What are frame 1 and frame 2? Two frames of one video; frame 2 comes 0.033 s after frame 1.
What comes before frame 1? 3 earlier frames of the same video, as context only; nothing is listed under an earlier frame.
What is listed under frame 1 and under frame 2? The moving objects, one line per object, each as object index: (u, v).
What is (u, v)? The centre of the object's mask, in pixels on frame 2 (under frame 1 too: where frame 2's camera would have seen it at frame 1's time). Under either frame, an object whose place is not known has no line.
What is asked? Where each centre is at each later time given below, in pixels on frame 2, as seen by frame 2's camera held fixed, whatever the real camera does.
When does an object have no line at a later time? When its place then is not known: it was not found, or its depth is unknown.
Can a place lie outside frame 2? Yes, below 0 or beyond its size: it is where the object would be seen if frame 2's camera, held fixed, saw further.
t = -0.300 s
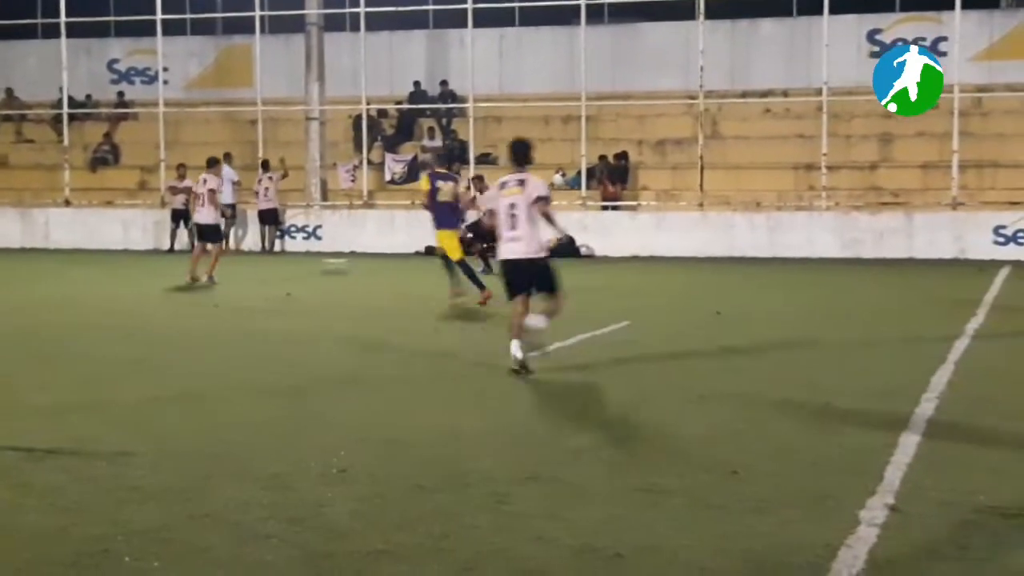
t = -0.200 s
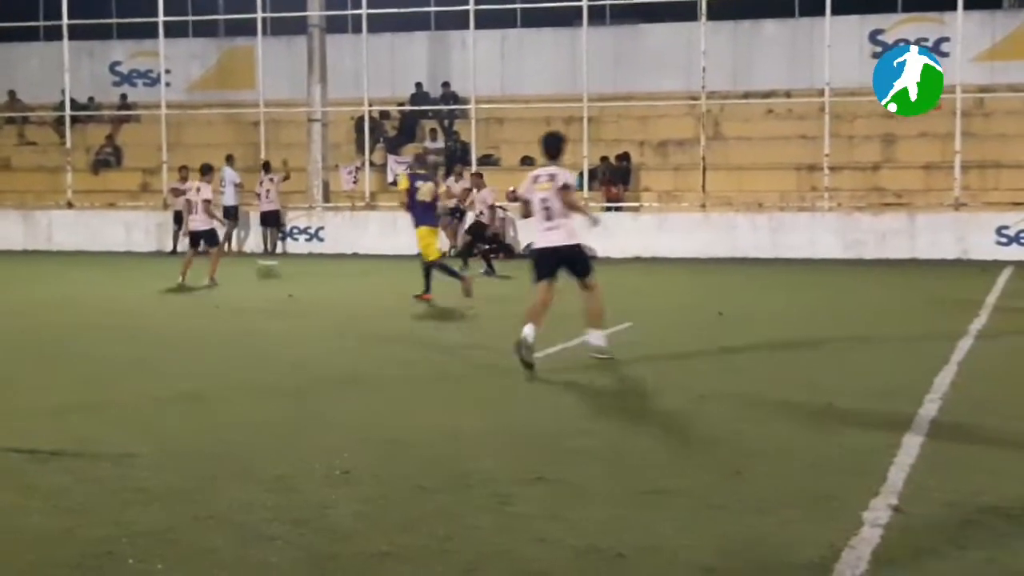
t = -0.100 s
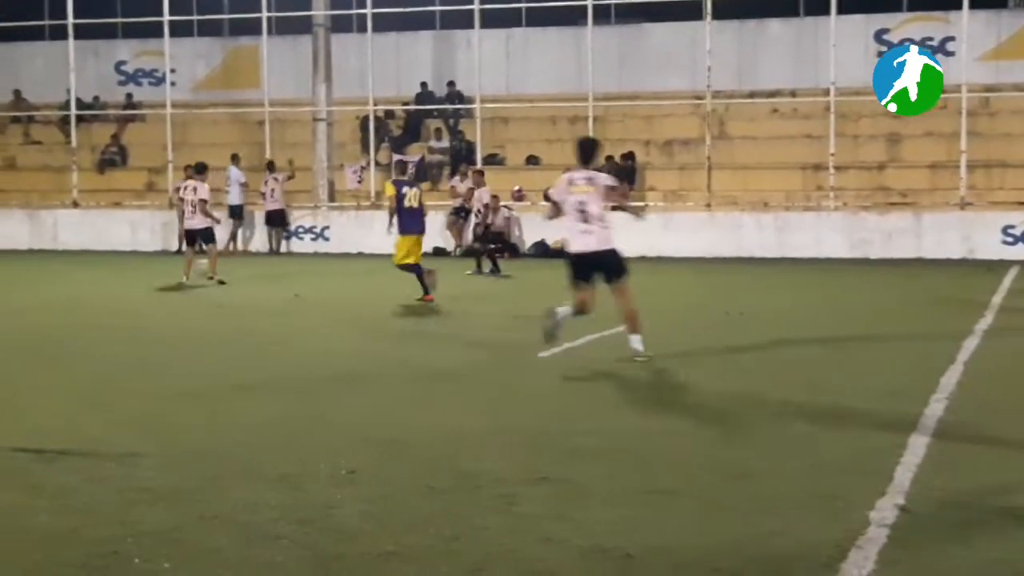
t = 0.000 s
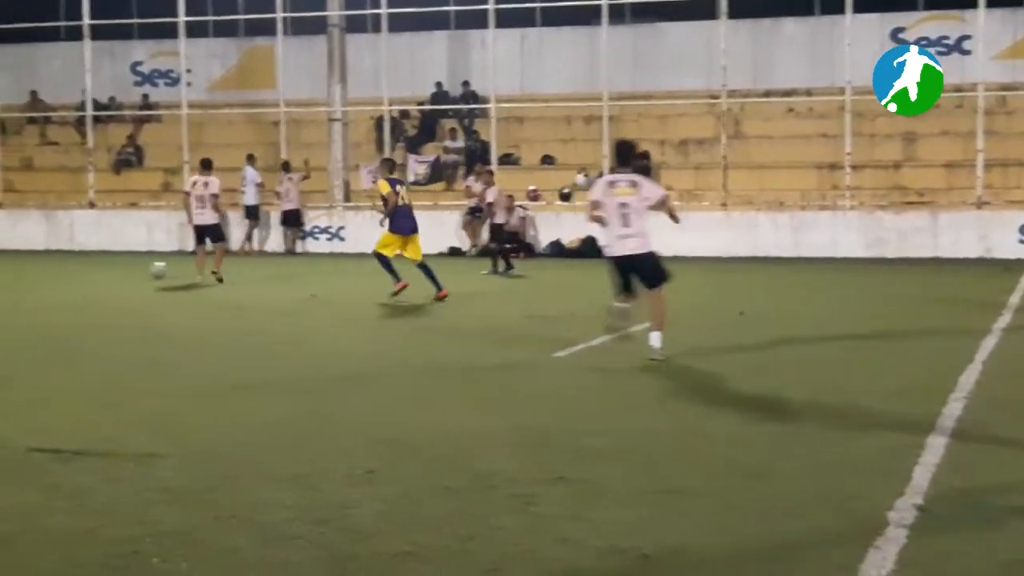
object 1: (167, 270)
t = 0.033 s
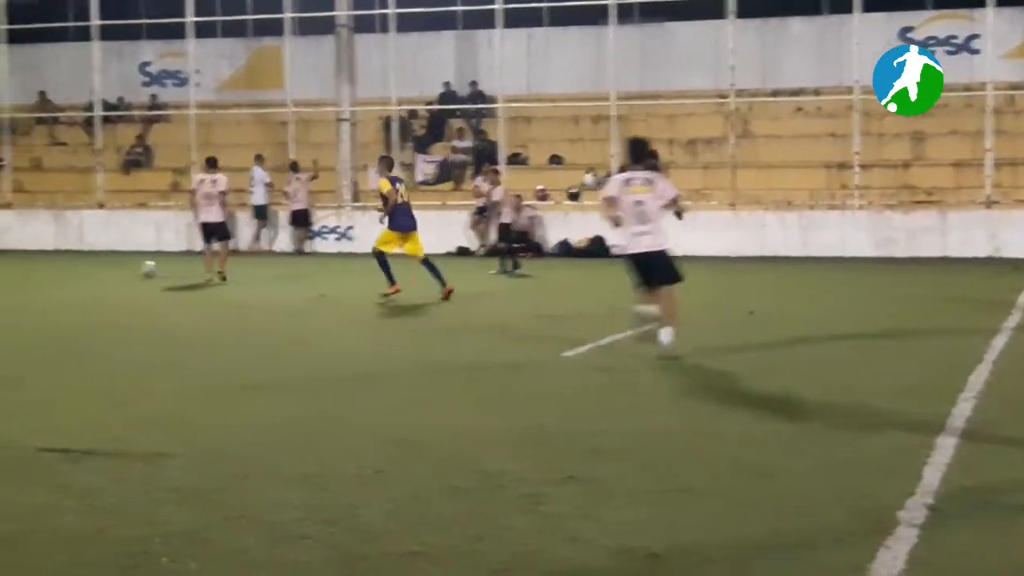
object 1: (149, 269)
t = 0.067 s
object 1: (130, 268)
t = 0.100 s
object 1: (110, 268)
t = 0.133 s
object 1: (91, 270)
